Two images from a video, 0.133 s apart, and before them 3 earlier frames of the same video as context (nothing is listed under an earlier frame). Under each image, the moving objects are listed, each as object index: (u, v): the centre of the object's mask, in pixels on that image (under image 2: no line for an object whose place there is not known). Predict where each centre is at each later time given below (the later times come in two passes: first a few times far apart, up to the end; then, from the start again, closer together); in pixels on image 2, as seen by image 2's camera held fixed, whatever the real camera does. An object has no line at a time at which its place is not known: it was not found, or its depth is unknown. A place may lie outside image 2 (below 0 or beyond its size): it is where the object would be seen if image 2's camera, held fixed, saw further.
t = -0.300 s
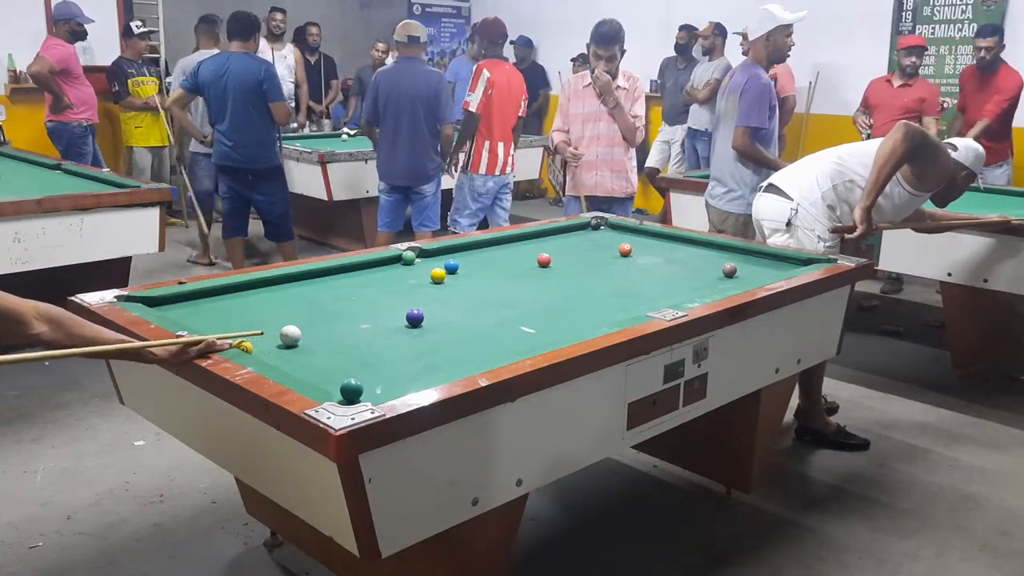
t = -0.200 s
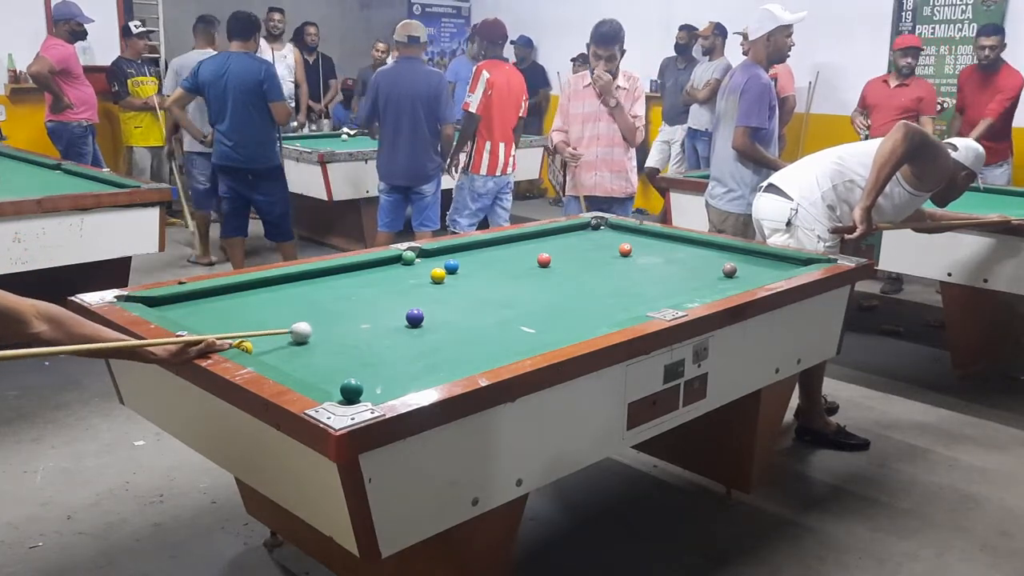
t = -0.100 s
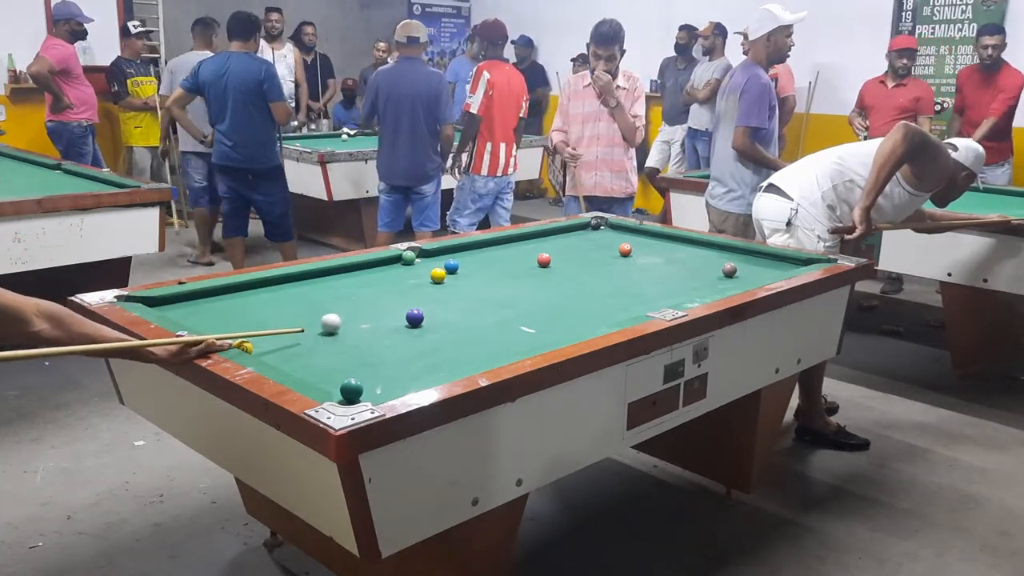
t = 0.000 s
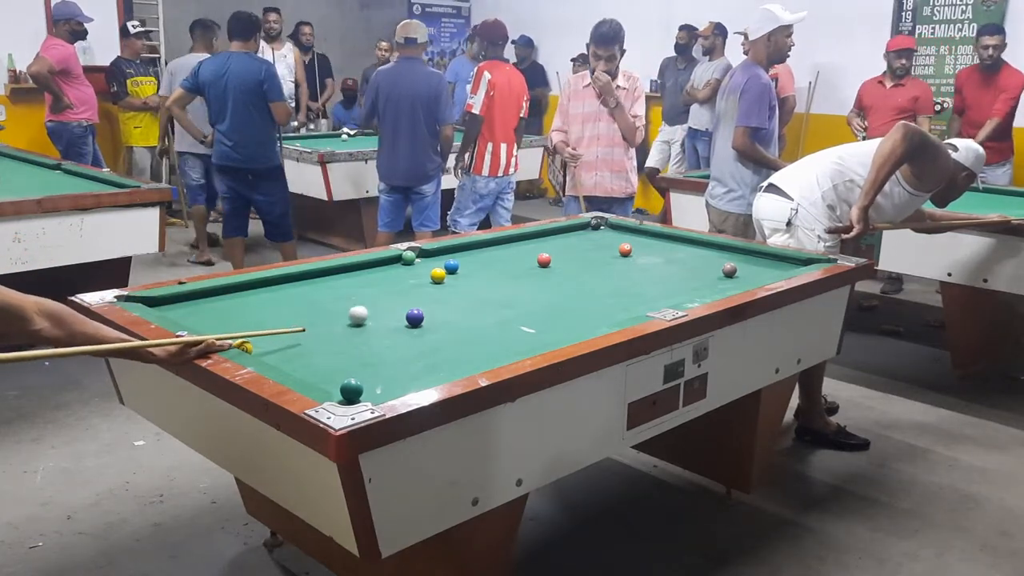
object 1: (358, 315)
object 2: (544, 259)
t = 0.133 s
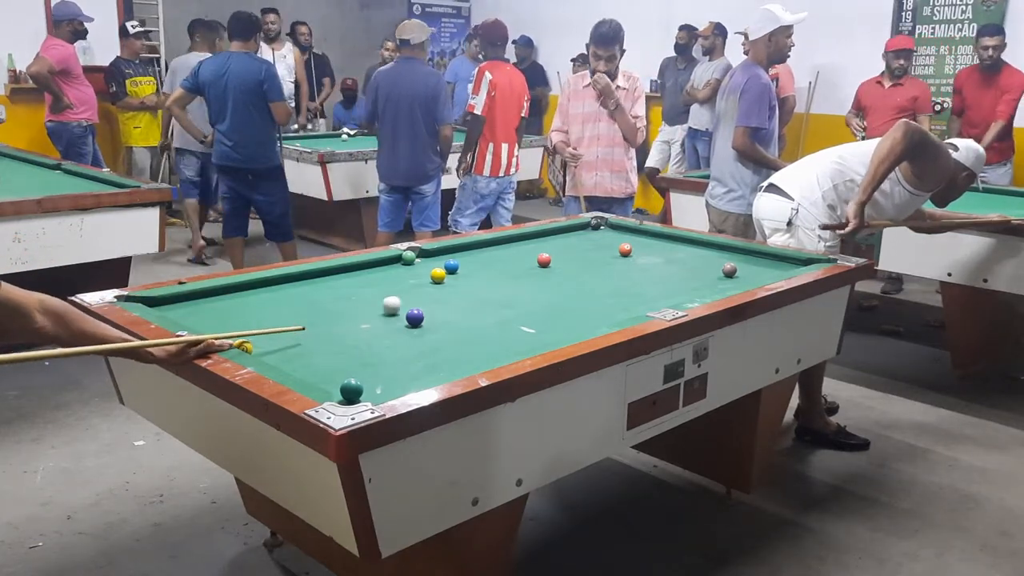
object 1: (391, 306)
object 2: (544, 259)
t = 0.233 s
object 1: (415, 298)
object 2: (544, 259)
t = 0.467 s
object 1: (462, 285)
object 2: (544, 259)
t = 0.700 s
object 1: (503, 272)
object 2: (544, 259)
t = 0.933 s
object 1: (537, 262)
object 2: (547, 258)
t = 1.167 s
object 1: (551, 260)
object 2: (564, 252)
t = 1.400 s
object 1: (562, 258)
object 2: (579, 246)
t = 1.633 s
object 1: (572, 256)
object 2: (592, 240)
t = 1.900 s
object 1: (581, 254)
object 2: (605, 235)
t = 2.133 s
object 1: (588, 252)
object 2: (615, 231)
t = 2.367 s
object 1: (593, 251)
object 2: (620, 228)
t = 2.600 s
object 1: (597, 250)
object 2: (608, 229)
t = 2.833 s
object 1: (600, 250)
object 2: (595, 230)
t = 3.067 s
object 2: (585, 231)
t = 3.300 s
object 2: (575, 231)
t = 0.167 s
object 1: (399, 303)
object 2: (544, 259)
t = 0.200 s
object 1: (407, 301)
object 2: (544, 259)
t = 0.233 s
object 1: (415, 298)
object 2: (544, 259)
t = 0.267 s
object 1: (422, 297)
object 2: (544, 259)
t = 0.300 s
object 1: (429, 295)
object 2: (544, 259)
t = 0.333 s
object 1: (436, 293)
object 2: (544, 259)
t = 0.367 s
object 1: (443, 291)
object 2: (544, 259)
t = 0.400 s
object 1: (450, 289)
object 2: (544, 259)
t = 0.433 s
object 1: (456, 286)
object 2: (544, 259)
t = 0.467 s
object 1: (462, 285)
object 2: (544, 259)
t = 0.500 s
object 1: (469, 283)
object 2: (544, 259)
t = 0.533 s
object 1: (475, 281)
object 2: (544, 259)
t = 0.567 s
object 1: (481, 279)
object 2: (544, 259)
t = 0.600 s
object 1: (486, 277)
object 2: (544, 259)
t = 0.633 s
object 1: (492, 276)
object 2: (544, 259)
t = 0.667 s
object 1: (498, 274)
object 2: (544, 259)
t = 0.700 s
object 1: (503, 272)
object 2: (544, 259)
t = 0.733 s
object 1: (509, 271)
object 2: (544, 259)
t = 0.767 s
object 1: (514, 269)
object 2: (544, 259)
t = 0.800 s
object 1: (519, 268)
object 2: (544, 259)
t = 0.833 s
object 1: (524, 266)
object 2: (544, 259)
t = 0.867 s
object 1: (529, 265)
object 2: (544, 259)
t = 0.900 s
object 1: (534, 263)
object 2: (545, 259)
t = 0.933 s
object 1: (537, 262)
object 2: (547, 258)
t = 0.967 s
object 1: (539, 262)
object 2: (550, 257)
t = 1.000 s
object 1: (541, 262)
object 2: (553, 256)
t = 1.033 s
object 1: (543, 262)
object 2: (555, 255)
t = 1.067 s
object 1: (545, 262)
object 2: (557, 254)
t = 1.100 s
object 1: (547, 261)
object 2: (559, 253)
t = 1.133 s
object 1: (549, 261)
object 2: (561, 252)
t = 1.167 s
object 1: (551, 260)
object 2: (564, 252)
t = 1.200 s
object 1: (552, 260)
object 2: (566, 251)
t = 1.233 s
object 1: (554, 259)
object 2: (568, 250)
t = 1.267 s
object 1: (556, 259)
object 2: (570, 249)
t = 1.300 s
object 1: (557, 259)
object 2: (573, 248)
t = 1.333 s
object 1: (559, 258)
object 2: (574, 248)
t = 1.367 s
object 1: (560, 258)
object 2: (576, 246)
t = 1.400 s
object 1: (562, 258)
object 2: (579, 246)
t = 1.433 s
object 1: (563, 257)
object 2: (581, 245)
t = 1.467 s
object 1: (565, 257)
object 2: (582, 244)
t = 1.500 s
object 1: (566, 257)
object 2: (584, 244)
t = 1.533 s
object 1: (568, 257)
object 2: (586, 243)
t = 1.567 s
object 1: (569, 256)
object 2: (588, 242)
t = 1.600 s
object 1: (571, 256)
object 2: (590, 241)
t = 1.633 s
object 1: (572, 256)
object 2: (592, 240)
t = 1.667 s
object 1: (573, 256)
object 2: (594, 240)
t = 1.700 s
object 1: (574, 255)
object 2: (595, 239)
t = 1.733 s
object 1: (576, 255)
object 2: (597, 239)
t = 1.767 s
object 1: (577, 255)
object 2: (599, 237)
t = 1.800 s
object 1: (578, 255)
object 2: (600, 237)
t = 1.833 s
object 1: (579, 255)
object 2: (601, 236)
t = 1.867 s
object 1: (580, 254)
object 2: (603, 236)
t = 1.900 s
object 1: (581, 254)
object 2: (605, 235)
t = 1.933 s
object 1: (582, 254)
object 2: (606, 234)
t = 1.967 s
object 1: (583, 254)
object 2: (608, 234)
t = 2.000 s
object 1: (584, 253)
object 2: (609, 233)
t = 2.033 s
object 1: (585, 253)
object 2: (611, 232)
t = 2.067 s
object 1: (586, 253)
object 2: (612, 232)
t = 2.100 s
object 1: (587, 253)
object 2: (613, 231)
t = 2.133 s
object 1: (588, 252)
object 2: (615, 231)
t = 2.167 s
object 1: (588, 252)
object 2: (616, 230)
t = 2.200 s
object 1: (589, 252)
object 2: (617, 229)
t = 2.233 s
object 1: (590, 252)
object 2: (619, 229)
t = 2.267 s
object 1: (591, 252)
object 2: (620, 228)
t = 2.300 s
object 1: (592, 252)
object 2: (621, 228)
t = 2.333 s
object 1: (592, 252)
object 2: (622, 227)
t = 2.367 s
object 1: (593, 251)
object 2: (620, 228)
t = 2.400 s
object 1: (593, 251)
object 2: (619, 228)
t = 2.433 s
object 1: (594, 251)
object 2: (617, 228)
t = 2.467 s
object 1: (595, 251)
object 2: (615, 228)
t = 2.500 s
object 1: (595, 250)
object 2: (613, 228)
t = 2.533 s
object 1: (596, 250)
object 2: (611, 228)
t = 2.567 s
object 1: (596, 251)
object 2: (610, 228)
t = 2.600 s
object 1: (597, 250)
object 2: (608, 229)
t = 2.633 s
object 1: (597, 250)
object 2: (606, 228)
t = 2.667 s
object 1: (598, 250)
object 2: (604, 229)
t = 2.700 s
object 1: (598, 250)
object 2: (602, 229)
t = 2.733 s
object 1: (599, 250)
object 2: (601, 229)
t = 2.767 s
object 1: (599, 250)
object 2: (599, 229)
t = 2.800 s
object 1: (600, 250)
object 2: (598, 229)
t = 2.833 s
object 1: (600, 250)
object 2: (595, 230)
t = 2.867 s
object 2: (594, 230)
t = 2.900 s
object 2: (592, 230)
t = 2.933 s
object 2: (590, 230)
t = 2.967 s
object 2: (589, 230)
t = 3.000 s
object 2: (588, 230)
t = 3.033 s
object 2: (586, 230)
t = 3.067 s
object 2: (585, 231)
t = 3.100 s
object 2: (583, 231)
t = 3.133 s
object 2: (584, 231)
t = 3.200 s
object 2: (577, 231)
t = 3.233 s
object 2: (577, 231)
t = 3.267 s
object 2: (576, 231)
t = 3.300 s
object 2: (575, 231)
